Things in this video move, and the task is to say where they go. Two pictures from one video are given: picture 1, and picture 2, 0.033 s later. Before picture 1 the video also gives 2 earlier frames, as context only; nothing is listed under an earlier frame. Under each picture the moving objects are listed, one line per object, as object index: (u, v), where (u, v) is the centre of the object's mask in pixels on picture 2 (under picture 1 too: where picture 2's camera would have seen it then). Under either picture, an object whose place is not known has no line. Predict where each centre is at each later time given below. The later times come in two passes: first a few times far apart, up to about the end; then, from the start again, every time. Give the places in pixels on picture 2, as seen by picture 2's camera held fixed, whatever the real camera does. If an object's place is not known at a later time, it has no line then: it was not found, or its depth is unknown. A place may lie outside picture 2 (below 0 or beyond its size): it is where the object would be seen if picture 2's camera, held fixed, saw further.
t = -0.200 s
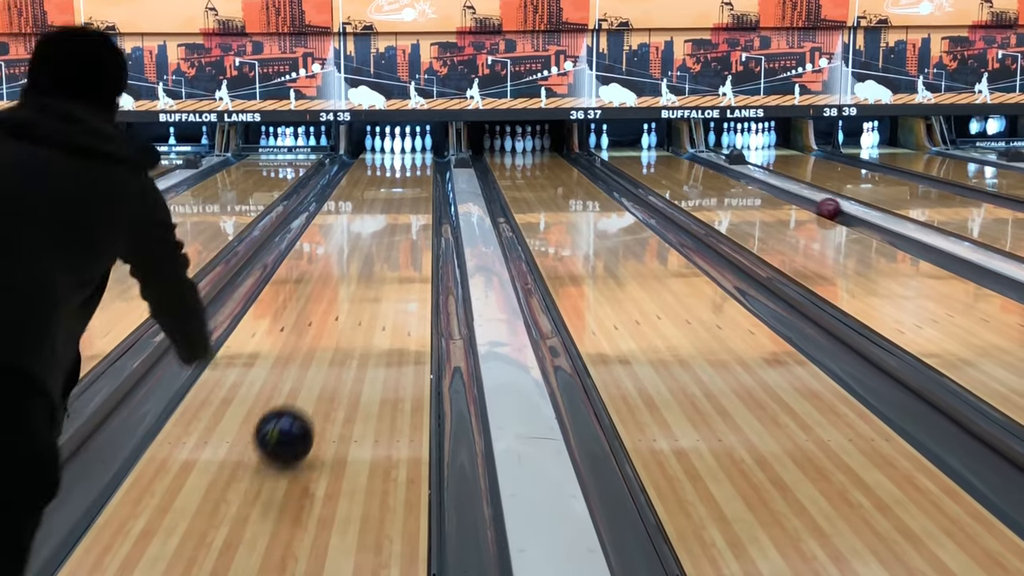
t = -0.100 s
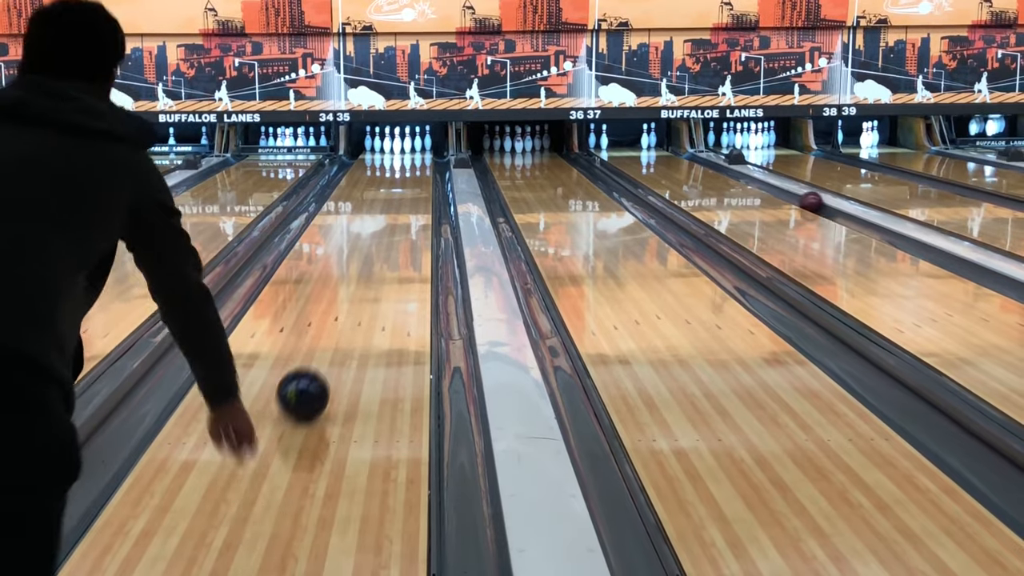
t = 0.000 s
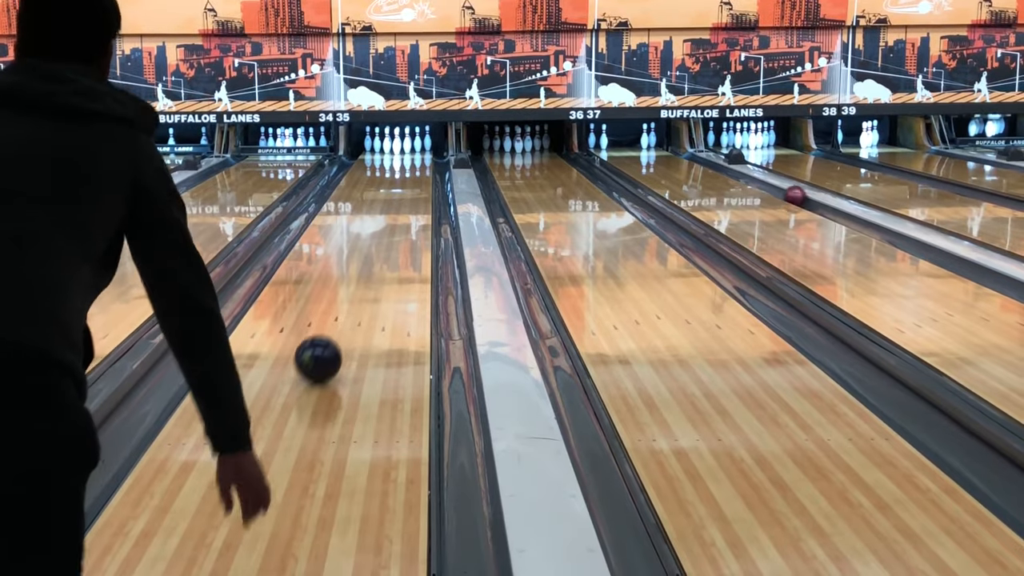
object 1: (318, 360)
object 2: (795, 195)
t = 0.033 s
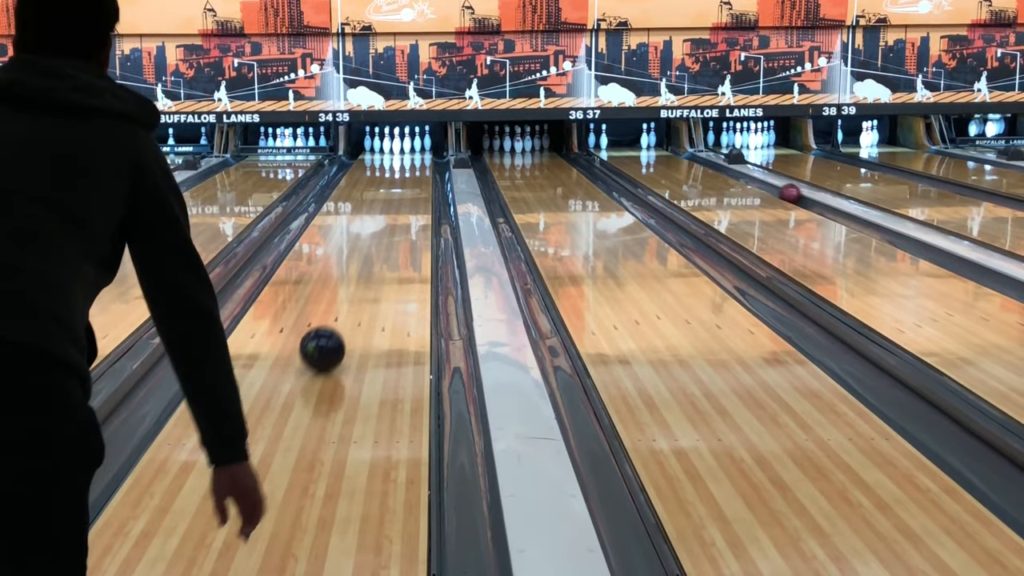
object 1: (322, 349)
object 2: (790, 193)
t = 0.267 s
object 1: (346, 294)
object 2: (758, 181)
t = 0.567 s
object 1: (365, 247)
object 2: (726, 169)
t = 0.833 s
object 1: (377, 219)
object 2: (704, 161)
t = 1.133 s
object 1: (386, 197)
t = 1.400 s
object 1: (392, 181)
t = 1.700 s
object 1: (397, 168)
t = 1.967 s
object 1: (399, 159)
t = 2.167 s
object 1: (399, 153)
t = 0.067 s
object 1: (326, 340)
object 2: (785, 191)
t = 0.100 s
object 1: (330, 331)
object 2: (780, 189)
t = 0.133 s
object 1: (333, 323)
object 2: (776, 187)
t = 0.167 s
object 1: (337, 315)
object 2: (771, 186)
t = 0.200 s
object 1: (340, 307)
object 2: (766, 184)
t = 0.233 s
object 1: (343, 300)
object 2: (762, 182)
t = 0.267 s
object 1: (346, 294)
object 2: (758, 181)
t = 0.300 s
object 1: (348, 288)
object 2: (754, 179)
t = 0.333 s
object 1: (351, 282)
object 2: (751, 178)
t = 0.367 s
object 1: (353, 276)
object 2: (746, 176)
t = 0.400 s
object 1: (355, 271)
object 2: (743, 175)
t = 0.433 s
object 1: (357, 266)
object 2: (740, 174)
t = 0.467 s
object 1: (359, 261)
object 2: (736, 173)
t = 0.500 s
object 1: (361, 256)
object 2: (733, 172)
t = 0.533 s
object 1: (363, 251)
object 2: (729, 171)
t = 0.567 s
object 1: (365, 247)
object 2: (726, 169)
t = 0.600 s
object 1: (367, 243)
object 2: (723, 168)
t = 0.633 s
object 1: (368, 239)
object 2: (720, 166)
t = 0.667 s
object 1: (369, 235)
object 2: (717, 166)
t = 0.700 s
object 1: (371, 232)
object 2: (714, 165)
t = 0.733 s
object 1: (373, 228)
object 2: (711, 164)
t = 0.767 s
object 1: (374, 225)
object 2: (709, 163)
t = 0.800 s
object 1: (375, 222)
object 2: (707, 162)
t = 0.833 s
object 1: (377, 219)
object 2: (704, 161)
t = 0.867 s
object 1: (378, 216)
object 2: (701, 160)
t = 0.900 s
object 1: (379, 213)
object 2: (699, 159)
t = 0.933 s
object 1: (380, 211)
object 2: (697, 159)
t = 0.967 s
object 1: (381, 208)
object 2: (694, 158)
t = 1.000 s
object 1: (382, 205)
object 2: (692, 157)
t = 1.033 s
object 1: (383, 203)
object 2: (689, 156)
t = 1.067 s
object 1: (384, 201)
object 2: (686, 154)
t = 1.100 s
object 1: (385, 199)
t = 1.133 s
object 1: (386, 197)
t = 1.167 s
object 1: (387, 195)
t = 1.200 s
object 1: (388, 193)
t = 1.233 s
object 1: (389, 191)
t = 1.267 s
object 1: (390, 189)
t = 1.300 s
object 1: (391, 187)
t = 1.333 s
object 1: (391, 185)
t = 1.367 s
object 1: (392, 183)
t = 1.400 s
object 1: (392, 181)
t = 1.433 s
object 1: (393, 180)
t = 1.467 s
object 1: (393, 178)
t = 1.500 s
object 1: (394, 177)
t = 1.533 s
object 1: (394, 175)
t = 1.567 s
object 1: (395, 174)
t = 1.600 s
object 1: (395, 173)
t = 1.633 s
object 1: (396, 171)
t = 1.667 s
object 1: (396, 170)
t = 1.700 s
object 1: (397, 168)
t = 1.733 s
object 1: (397, 167)
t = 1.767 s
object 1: (397, 166)
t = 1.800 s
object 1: (397, 165)
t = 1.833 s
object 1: (398, 163)
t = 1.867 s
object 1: (398, 162)
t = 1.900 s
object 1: (398, 161)
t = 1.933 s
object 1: (399, 161)
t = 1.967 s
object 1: (399, 159)
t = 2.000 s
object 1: (399, 158)
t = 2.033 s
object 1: (399, 157)
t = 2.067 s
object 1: (399, 156)
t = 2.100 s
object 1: (399, 155)
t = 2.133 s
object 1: (399, 154)
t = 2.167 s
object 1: (399, 153)
